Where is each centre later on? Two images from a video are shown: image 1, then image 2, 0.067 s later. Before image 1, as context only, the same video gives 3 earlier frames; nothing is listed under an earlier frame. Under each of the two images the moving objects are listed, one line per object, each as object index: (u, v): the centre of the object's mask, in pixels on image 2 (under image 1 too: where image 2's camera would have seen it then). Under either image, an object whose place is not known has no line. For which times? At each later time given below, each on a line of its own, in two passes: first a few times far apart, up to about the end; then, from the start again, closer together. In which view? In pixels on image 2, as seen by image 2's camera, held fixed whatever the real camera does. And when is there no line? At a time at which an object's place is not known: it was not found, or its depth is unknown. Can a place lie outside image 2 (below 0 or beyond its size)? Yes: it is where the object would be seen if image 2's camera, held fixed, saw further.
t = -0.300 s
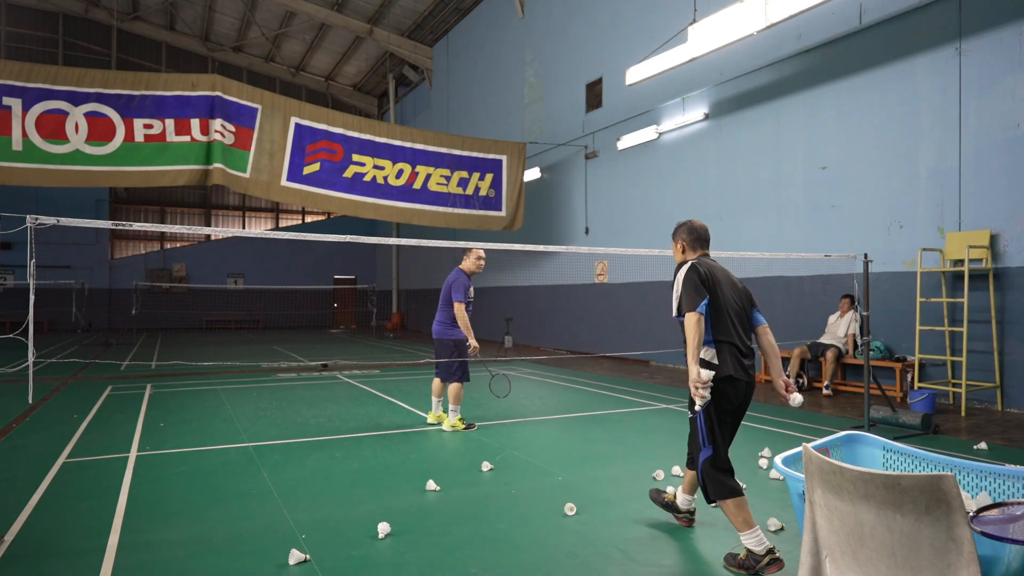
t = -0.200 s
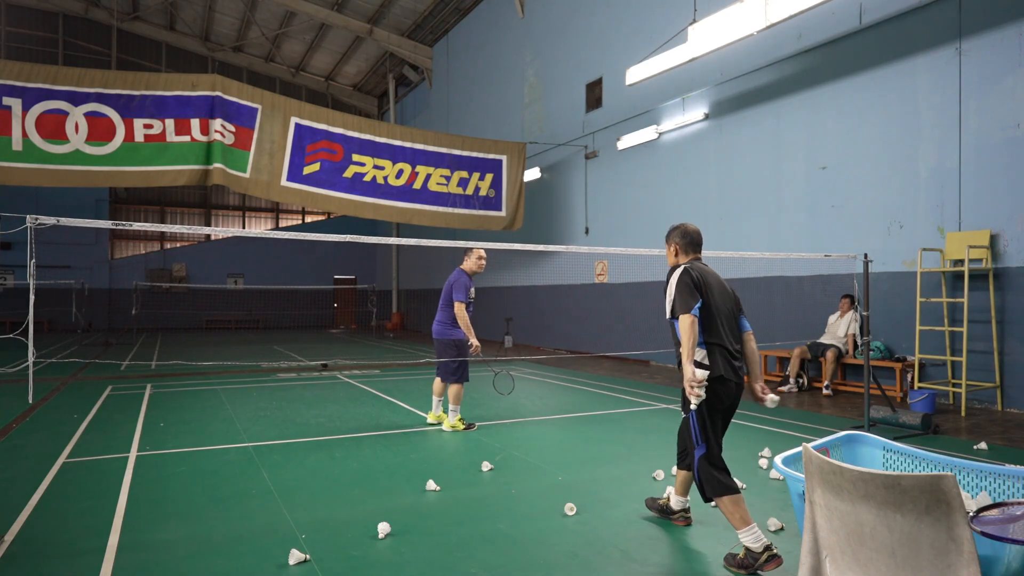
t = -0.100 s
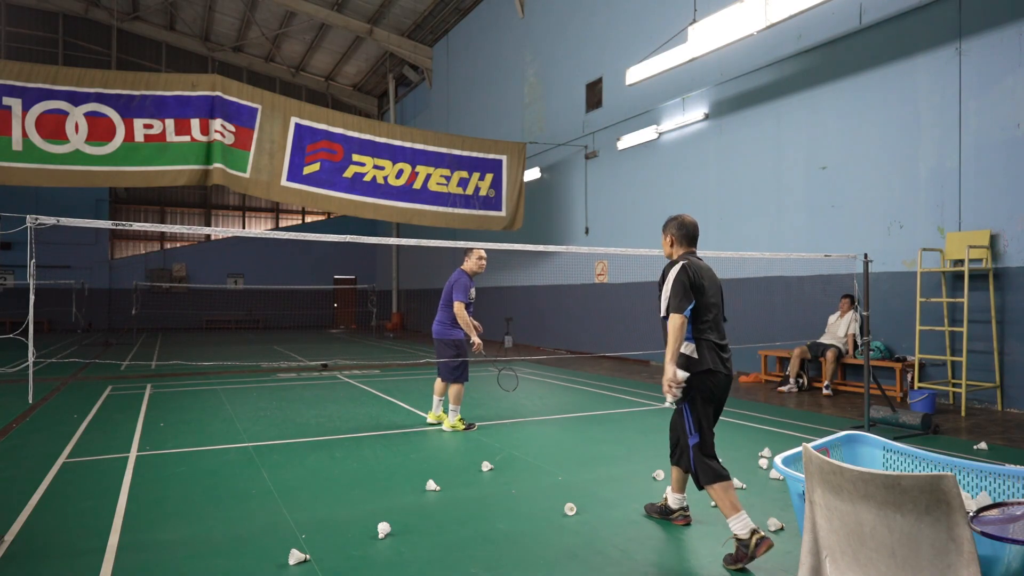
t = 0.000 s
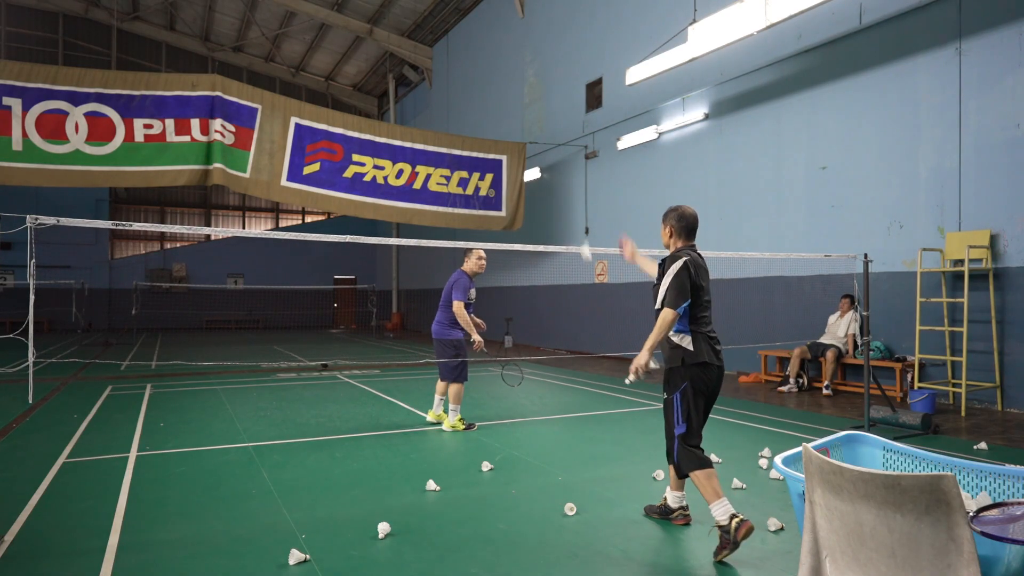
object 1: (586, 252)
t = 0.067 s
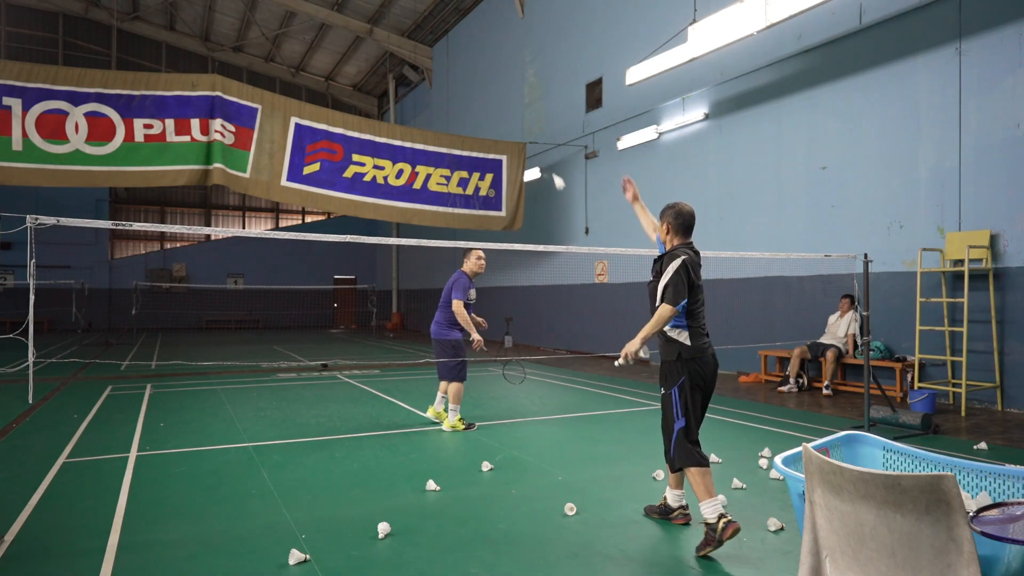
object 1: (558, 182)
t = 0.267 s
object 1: (498, 82)
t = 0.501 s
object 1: (459, 61)
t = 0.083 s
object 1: (552, 168)
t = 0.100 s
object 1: (545, 156)
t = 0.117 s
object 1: (539, 145)
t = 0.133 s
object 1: (533, 136)
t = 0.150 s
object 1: (528, 126)
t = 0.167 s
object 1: (523, 118)
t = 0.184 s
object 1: (518, 111)
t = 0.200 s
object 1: (514, 104)
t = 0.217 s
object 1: (510, 97)
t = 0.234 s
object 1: (506, 92)
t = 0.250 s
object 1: (502, 87)
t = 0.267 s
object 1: (498, 82)
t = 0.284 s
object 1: (495, 78)
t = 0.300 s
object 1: (491, 75)
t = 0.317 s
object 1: (488, 72)
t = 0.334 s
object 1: (485, 69)
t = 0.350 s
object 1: (482, 67)
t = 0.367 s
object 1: (479, 65)
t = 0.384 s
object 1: (476, 63)
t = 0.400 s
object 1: (473, 62)
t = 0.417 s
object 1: (471, 61)
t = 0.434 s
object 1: (468, 60)
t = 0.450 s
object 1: (466, 60)
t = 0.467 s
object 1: (463, 60)
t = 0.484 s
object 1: (461, 60)
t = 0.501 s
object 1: (459, 61)
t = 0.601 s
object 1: (447, 68)
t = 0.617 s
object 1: (445, 70)
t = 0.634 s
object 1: (443, 73)
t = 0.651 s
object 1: (441, 75)
